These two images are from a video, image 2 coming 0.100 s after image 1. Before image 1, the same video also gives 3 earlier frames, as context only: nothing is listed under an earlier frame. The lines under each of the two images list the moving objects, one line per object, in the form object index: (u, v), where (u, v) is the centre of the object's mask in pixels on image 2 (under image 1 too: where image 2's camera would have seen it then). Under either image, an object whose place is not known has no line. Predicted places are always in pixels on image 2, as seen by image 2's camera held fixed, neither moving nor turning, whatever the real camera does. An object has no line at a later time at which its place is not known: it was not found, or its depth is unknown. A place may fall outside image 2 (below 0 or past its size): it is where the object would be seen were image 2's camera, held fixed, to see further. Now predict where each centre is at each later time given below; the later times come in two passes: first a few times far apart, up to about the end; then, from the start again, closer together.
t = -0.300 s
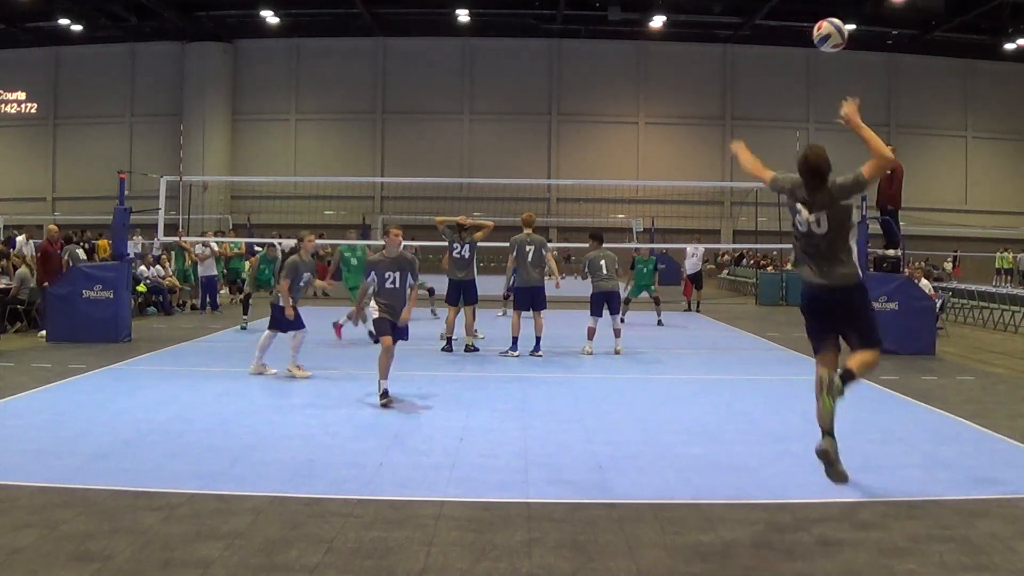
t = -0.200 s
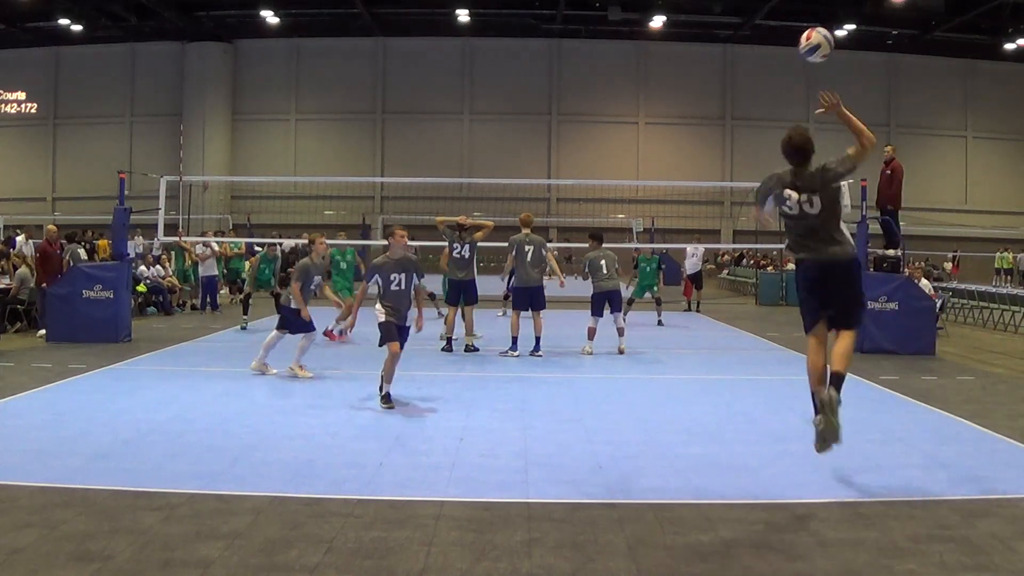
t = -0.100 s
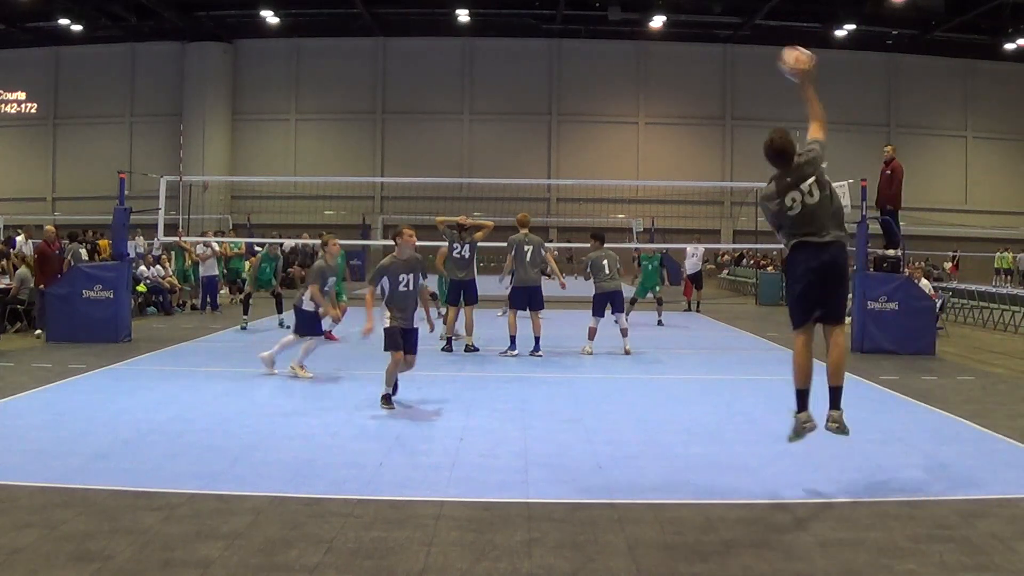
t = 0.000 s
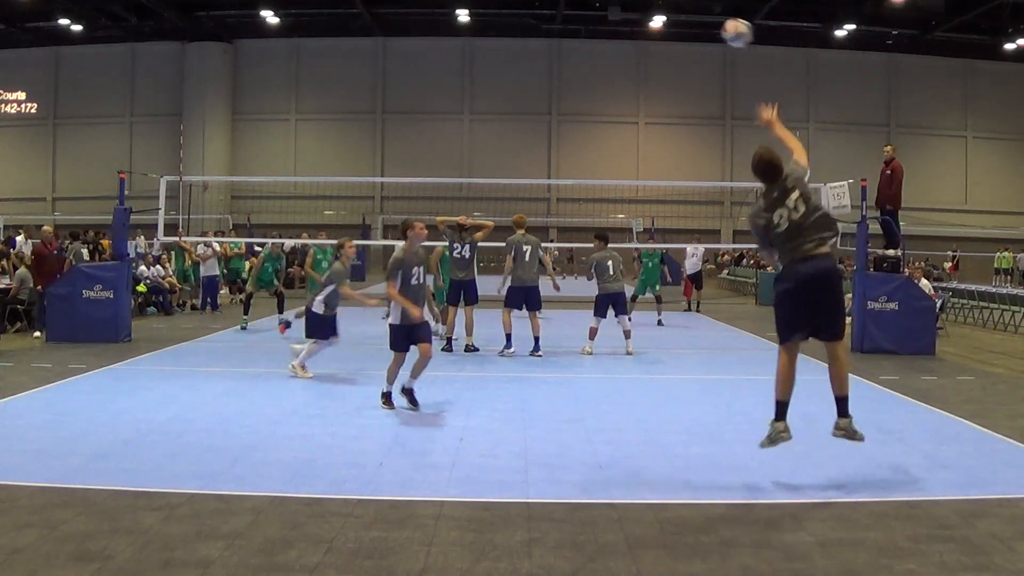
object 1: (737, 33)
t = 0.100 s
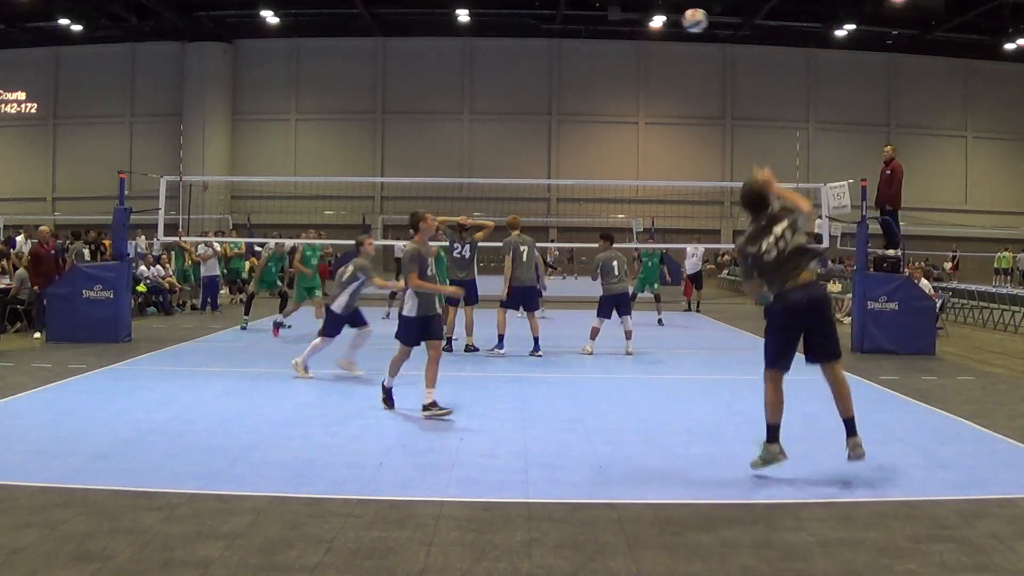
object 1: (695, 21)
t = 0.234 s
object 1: (656, 25)
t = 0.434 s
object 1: (615, 61)
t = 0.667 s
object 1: (587, 121)
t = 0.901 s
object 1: (570, 191)
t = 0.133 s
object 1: (684, 20)
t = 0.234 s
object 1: (656, 25)
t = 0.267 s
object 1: (648, 29)
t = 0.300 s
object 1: (640, 34)
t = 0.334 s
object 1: (634, 39)
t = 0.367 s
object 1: (627, 46)
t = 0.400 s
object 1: (621, 53)
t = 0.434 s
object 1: (615, 61)
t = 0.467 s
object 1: (610, 68)
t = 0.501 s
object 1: (605, 76)
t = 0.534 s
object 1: (601, 85)
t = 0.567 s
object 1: (596, 94)
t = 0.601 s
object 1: (593, 103)
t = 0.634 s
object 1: (590, 112)
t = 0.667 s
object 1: (587, 121)
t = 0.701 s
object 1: (584, 130)
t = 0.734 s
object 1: (581, 141)
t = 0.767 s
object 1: (579, 150)
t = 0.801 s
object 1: (577, 160)
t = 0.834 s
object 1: (574, 171)
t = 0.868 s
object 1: (572, 177)
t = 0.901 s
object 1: (570, 191)
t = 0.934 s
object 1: (568, 200)
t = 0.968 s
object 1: (567, 211)
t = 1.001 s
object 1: (564, 222)
